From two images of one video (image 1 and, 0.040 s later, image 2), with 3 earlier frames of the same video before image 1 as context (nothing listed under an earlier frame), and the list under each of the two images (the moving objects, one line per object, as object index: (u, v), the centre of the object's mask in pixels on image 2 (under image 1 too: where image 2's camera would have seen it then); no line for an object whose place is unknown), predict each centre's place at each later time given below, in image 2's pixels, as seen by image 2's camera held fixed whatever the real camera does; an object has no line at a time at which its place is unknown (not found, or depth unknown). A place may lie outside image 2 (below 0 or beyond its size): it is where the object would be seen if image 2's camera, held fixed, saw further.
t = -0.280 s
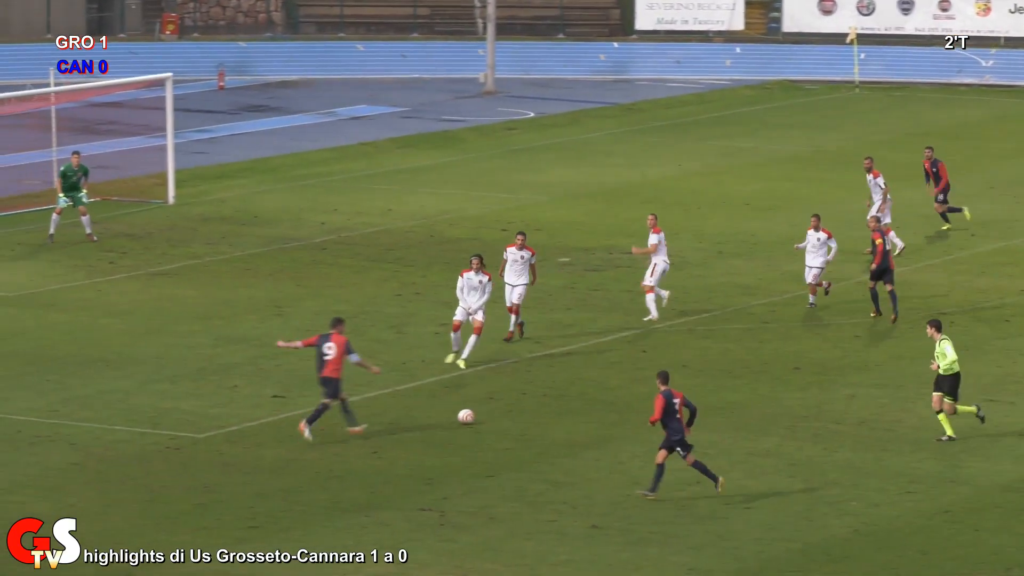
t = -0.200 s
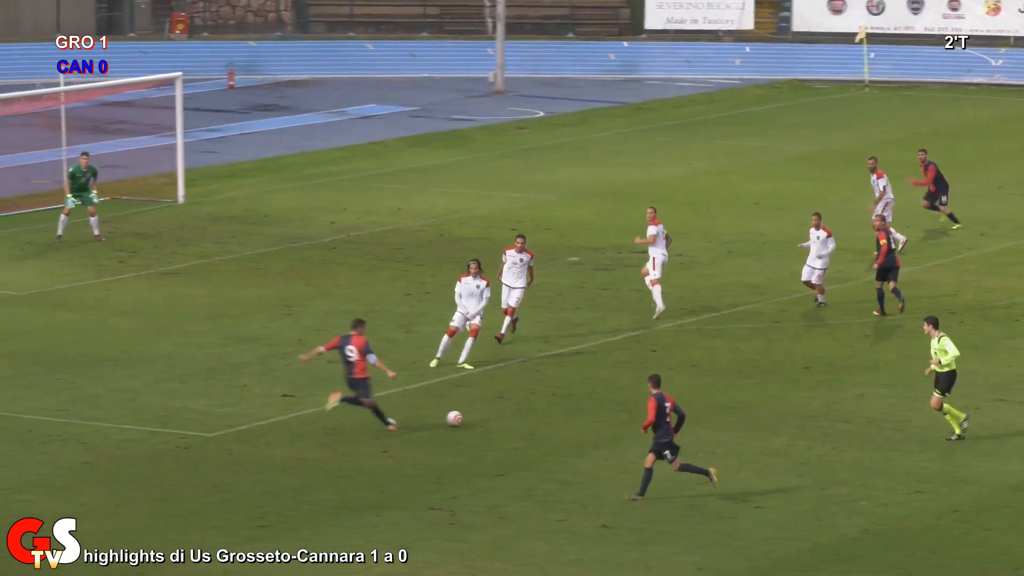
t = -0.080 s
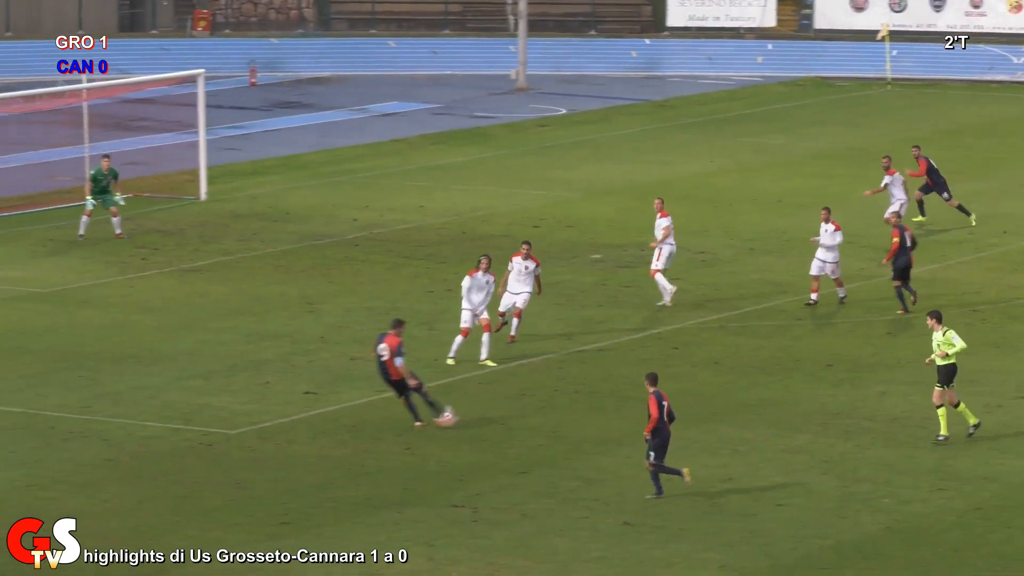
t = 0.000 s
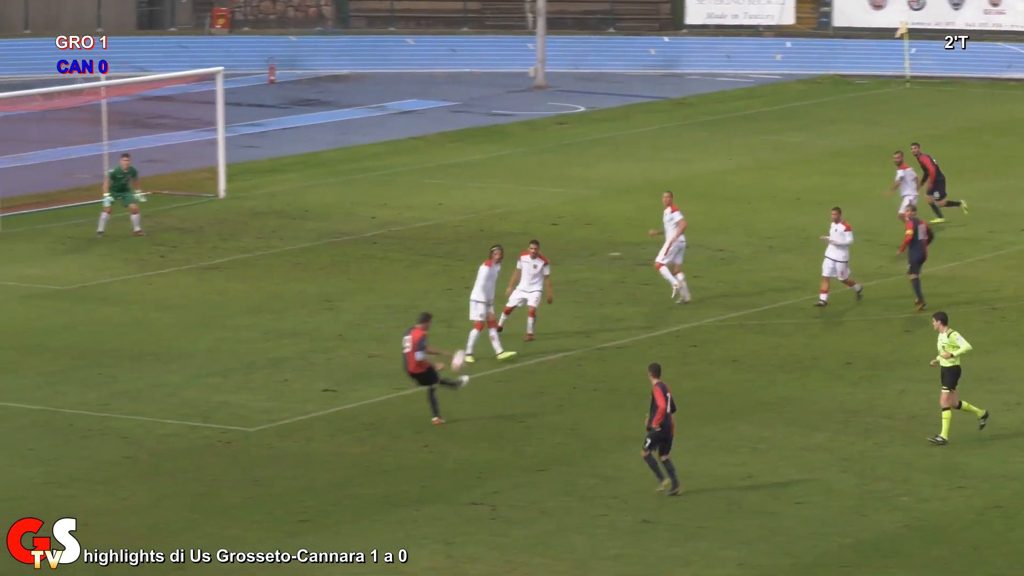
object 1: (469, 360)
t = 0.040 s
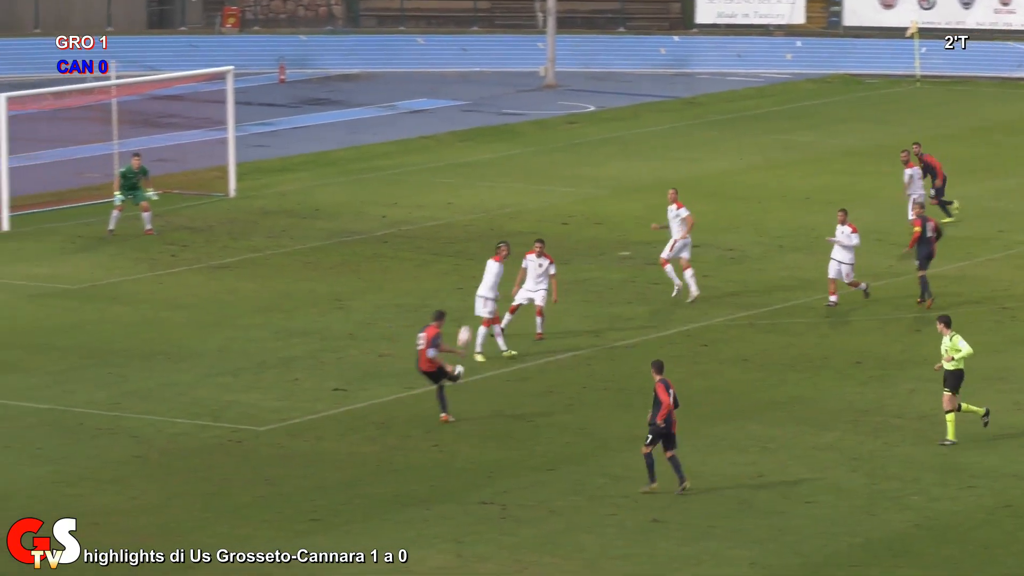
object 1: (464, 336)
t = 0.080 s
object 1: (458, 315)
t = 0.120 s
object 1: (449, 295)
